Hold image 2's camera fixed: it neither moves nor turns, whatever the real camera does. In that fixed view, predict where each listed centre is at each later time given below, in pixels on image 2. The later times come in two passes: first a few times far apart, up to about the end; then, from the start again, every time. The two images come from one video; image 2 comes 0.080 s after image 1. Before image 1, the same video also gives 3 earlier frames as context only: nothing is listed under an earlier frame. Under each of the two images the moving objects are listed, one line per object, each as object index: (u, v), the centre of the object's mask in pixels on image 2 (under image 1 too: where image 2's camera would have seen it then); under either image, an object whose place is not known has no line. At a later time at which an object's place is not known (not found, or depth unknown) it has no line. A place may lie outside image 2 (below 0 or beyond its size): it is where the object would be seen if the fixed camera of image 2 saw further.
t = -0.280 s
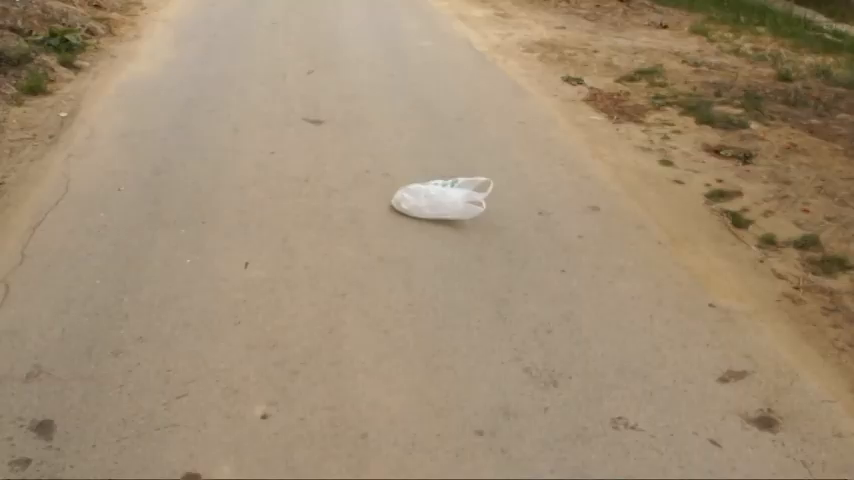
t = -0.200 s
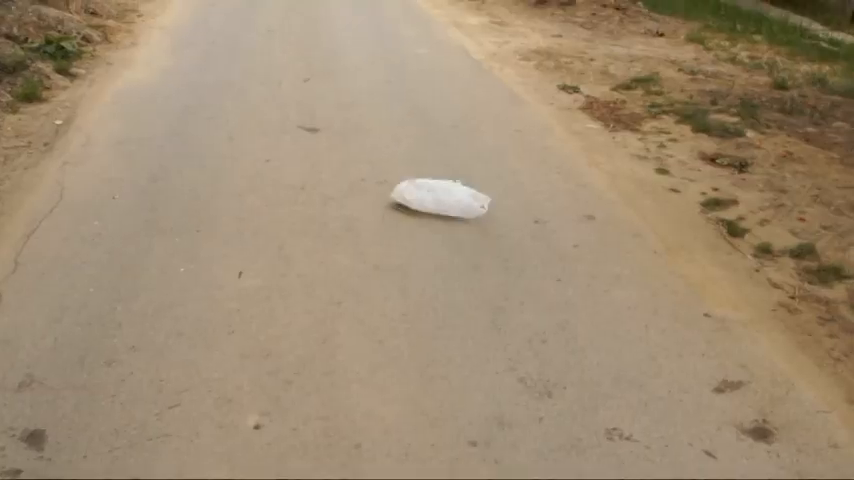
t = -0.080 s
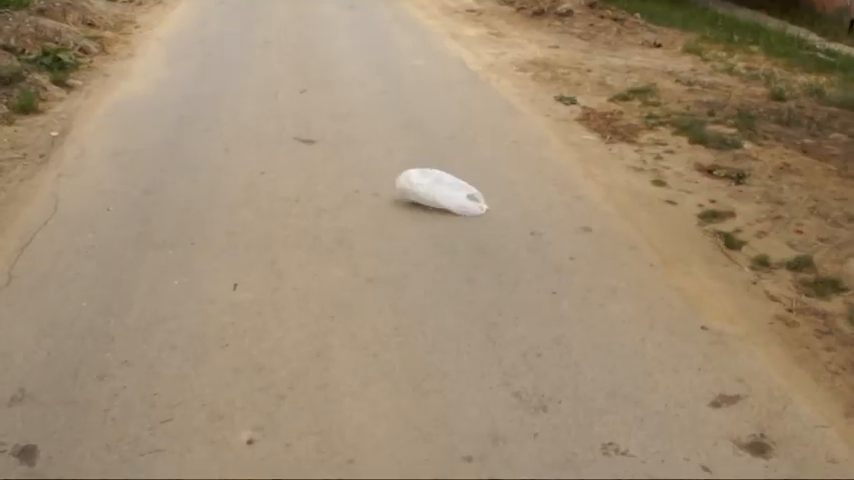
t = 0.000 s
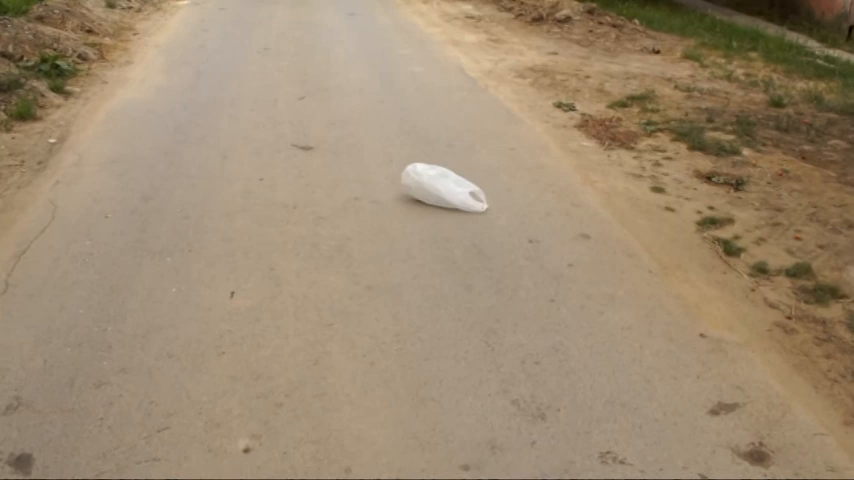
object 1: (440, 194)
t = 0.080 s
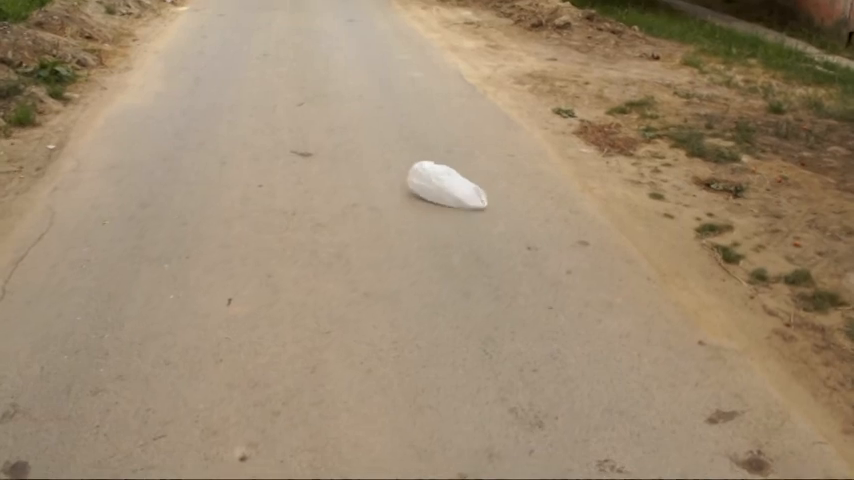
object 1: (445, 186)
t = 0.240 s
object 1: (452, 174)
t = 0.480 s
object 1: (467, 157)
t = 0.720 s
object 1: (479, 140)
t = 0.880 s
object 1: (483, 130)
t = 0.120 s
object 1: (447, 183)
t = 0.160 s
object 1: (449, 181)
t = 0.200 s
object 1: (451, 178)
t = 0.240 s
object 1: (452, 174)
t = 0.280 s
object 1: (456, 171)
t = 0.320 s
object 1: (460, 169)
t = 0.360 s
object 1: (462, 165)
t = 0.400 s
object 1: (463, 163)
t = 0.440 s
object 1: (465, 160)
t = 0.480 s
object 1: (467, 157)
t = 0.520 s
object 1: (470, 154)
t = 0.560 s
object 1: (472, 150)
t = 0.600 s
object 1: (474, 148)
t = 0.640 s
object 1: (475, 145)
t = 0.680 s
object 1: (478, 142)
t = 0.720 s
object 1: (479, 140)
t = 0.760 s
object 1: (480, 137)
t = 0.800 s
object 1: (481, 135)
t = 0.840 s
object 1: (482, 132)
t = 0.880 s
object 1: (483, 130)
